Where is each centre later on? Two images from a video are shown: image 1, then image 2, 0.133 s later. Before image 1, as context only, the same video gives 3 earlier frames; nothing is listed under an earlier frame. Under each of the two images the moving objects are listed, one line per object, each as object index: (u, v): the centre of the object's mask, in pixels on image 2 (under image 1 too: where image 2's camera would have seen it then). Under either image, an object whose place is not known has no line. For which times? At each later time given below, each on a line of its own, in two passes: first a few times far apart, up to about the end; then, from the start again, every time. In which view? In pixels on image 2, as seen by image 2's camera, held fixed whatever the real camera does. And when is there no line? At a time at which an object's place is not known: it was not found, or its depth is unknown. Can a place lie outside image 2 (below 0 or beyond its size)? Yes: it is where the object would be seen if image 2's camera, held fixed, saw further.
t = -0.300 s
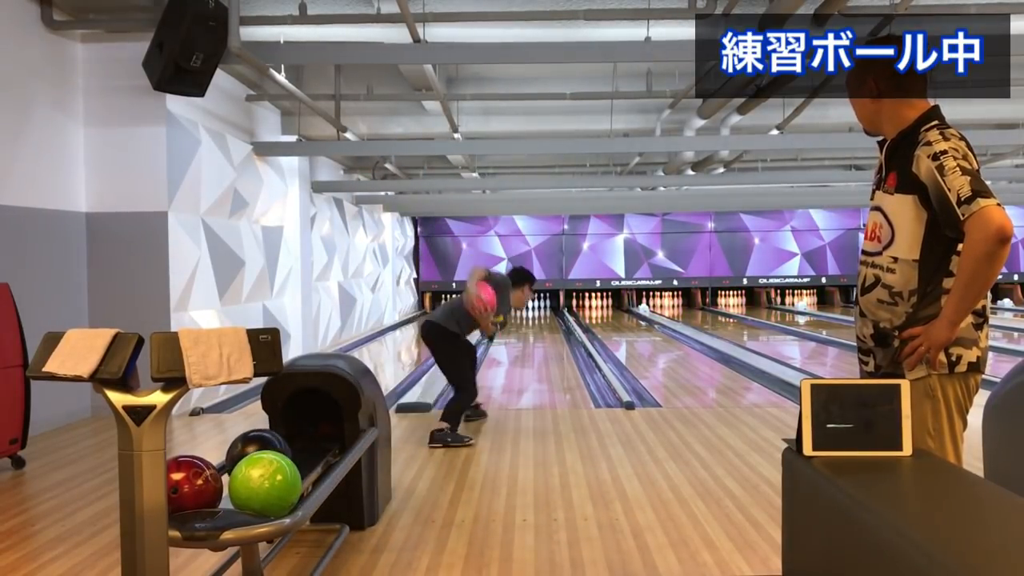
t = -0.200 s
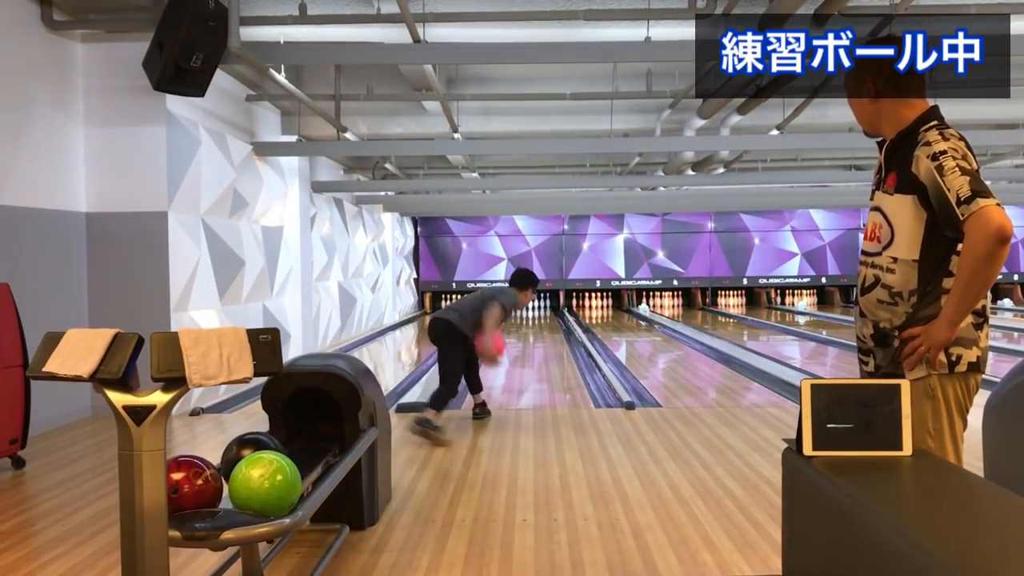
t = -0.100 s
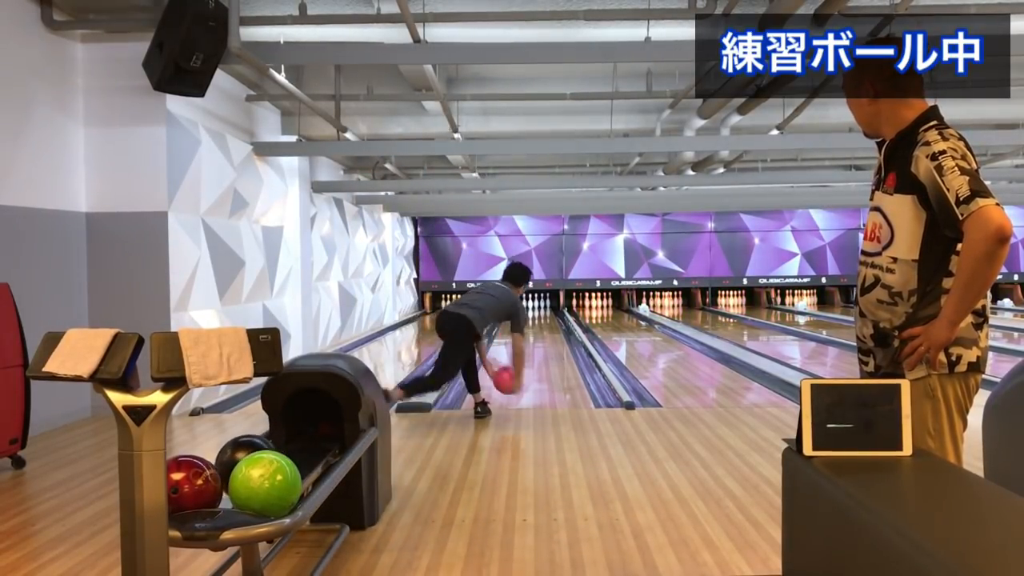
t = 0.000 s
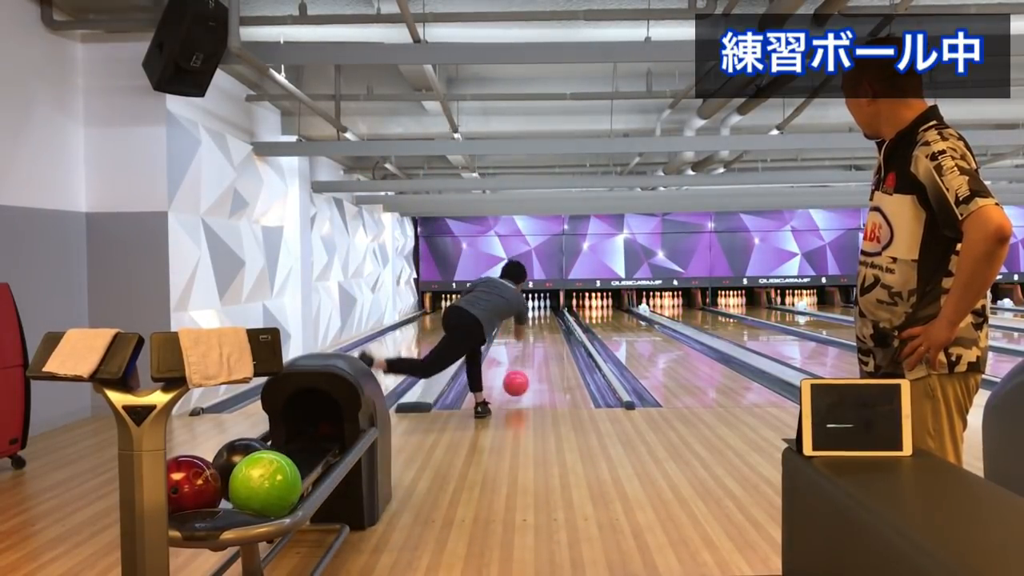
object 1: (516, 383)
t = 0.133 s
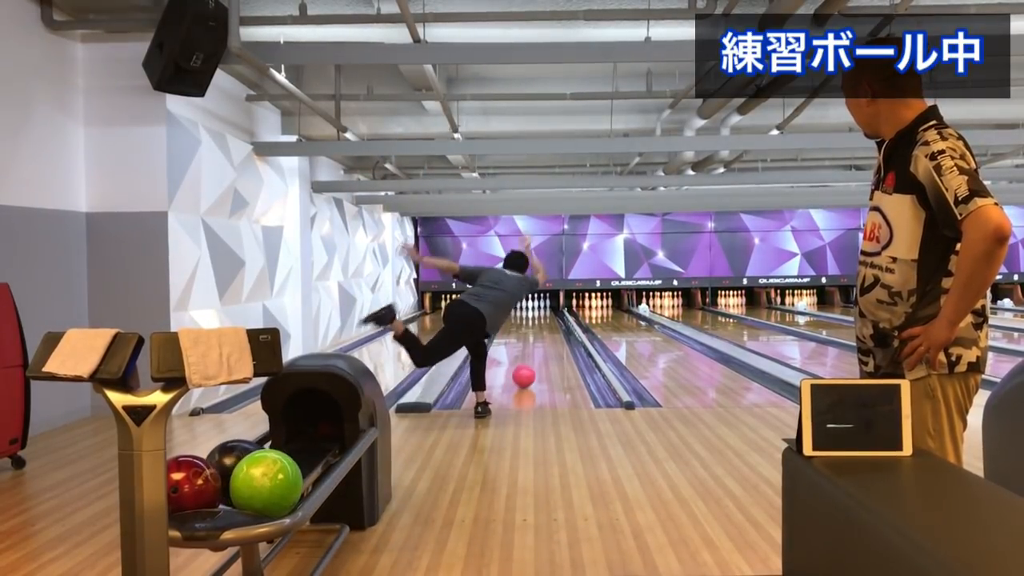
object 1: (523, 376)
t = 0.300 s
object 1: (531, 362)
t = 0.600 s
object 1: (541, 345)
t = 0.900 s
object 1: (546, 333)
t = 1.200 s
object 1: (549, 324)
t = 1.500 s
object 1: (549, 318)
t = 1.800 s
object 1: (547, 313)
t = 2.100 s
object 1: (542, 309)
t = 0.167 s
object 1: (526, 372)
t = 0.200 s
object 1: (527, 371)
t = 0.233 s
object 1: (528, 368)
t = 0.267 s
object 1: (530, 365)
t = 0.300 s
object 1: (531, 362)
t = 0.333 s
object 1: (533, 360)
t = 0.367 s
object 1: (534, 358)
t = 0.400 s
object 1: (535, 356)
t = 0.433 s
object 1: (536, 354)
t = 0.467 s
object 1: (537, 352)
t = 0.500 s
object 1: (538, 351)
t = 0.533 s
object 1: (539, 348)
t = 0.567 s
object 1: (540, 346)
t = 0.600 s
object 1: (541, 345)
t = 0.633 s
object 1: (541, 343)
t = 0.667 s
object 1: (542, 342)
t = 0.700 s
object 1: (543, 341)
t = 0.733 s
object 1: (543, 339)
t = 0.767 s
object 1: (544, 338)
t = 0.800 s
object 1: (544, 337)
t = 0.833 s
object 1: (545, 335)
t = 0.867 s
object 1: (546, 334)
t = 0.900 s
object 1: (546, 333)
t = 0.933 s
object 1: (546, 332)
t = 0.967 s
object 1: (547, 331)
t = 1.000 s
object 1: (547, 330)
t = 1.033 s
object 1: (548, 329)
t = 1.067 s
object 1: (548, 328)
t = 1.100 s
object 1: (548, 327)
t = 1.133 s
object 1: (549, 326)
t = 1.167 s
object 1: (549, 325)
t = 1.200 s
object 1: (549, 324)
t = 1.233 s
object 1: (549, 324)
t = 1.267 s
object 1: (549, 323)
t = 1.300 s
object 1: (549, 322)
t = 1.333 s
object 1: (549, 322)
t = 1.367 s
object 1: (549, 321)
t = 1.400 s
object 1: (549, 320)
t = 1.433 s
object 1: (550, 320)
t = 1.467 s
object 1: (549, 319)
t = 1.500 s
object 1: (549, 318)
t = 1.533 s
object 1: (549, 317)
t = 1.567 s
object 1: (549, 317)
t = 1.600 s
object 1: (549, 316)
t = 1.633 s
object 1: (549, 315)
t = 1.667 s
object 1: (549, 315)
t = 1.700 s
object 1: (548, 314)
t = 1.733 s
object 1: (548, 314)
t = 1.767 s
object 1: (547, 313)
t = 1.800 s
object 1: (547, 313)
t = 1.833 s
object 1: (547, 313)
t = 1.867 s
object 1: (546, 312)
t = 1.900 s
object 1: (546, 312)
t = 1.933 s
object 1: (545, 311)
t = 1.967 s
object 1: (545, 311)
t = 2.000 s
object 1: (544, 311)
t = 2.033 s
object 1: (543, 310)
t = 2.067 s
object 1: (542, 309)
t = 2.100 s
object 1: (542, 309)
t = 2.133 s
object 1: (541, 308)
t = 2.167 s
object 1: (541, 308)
